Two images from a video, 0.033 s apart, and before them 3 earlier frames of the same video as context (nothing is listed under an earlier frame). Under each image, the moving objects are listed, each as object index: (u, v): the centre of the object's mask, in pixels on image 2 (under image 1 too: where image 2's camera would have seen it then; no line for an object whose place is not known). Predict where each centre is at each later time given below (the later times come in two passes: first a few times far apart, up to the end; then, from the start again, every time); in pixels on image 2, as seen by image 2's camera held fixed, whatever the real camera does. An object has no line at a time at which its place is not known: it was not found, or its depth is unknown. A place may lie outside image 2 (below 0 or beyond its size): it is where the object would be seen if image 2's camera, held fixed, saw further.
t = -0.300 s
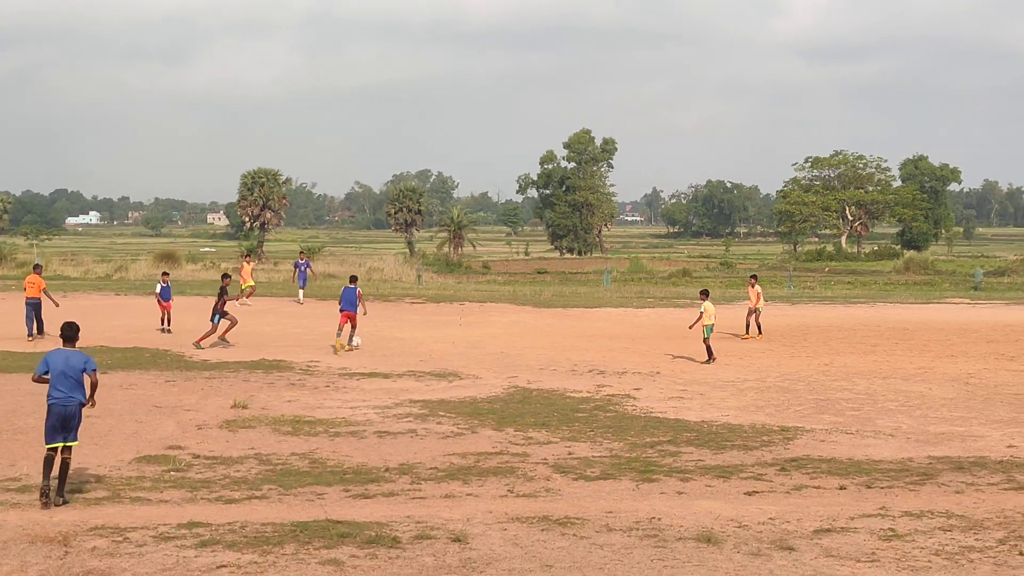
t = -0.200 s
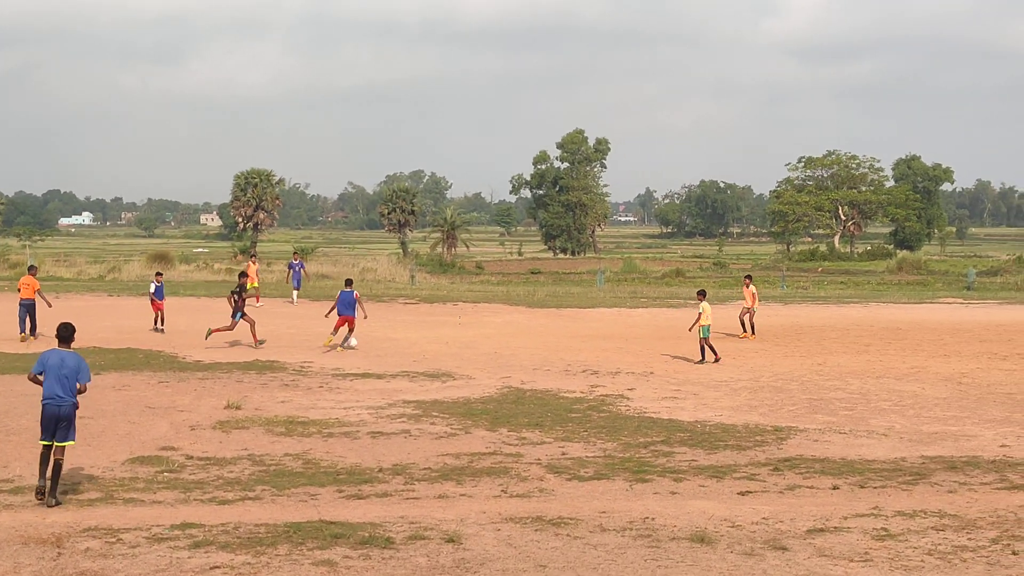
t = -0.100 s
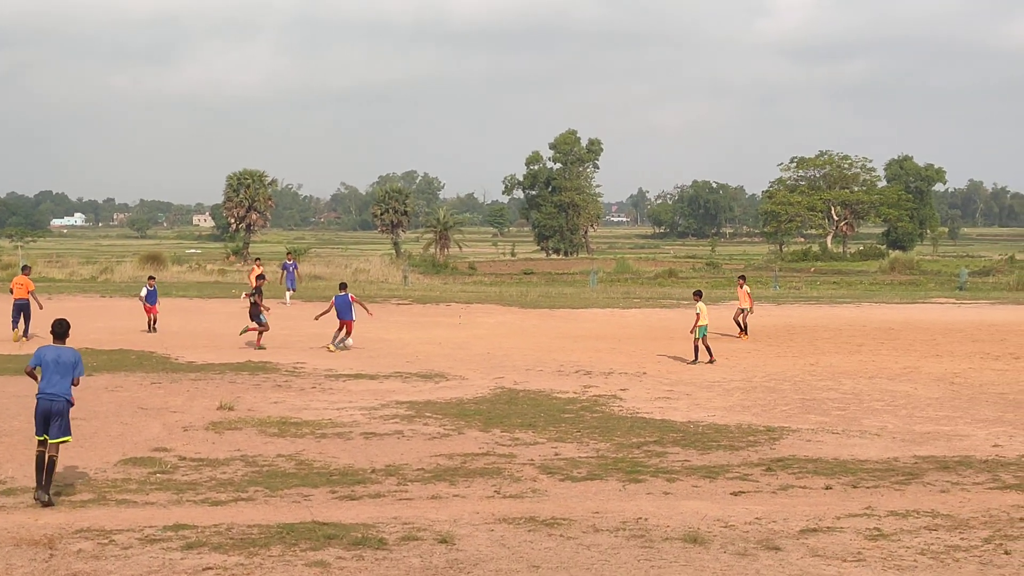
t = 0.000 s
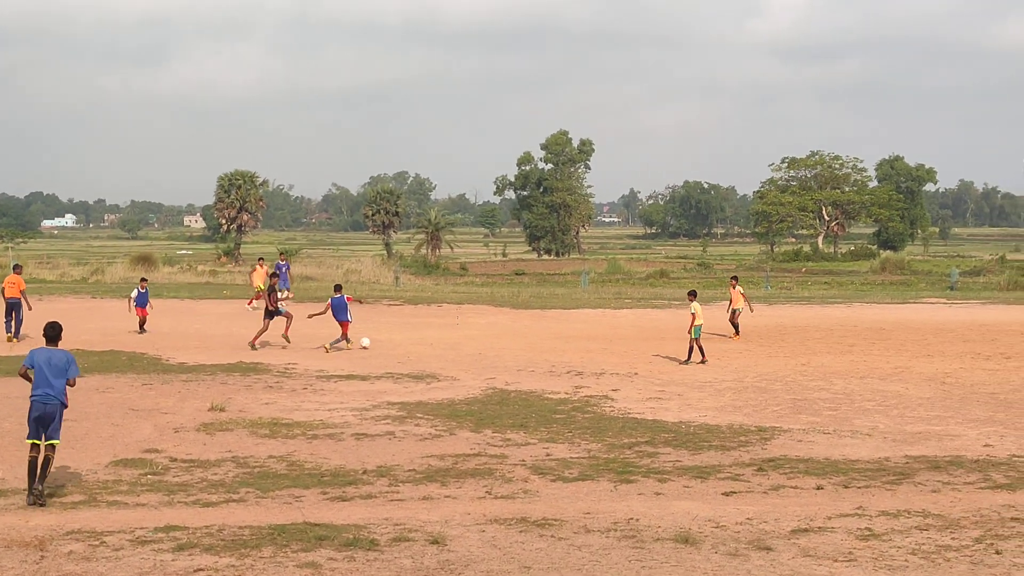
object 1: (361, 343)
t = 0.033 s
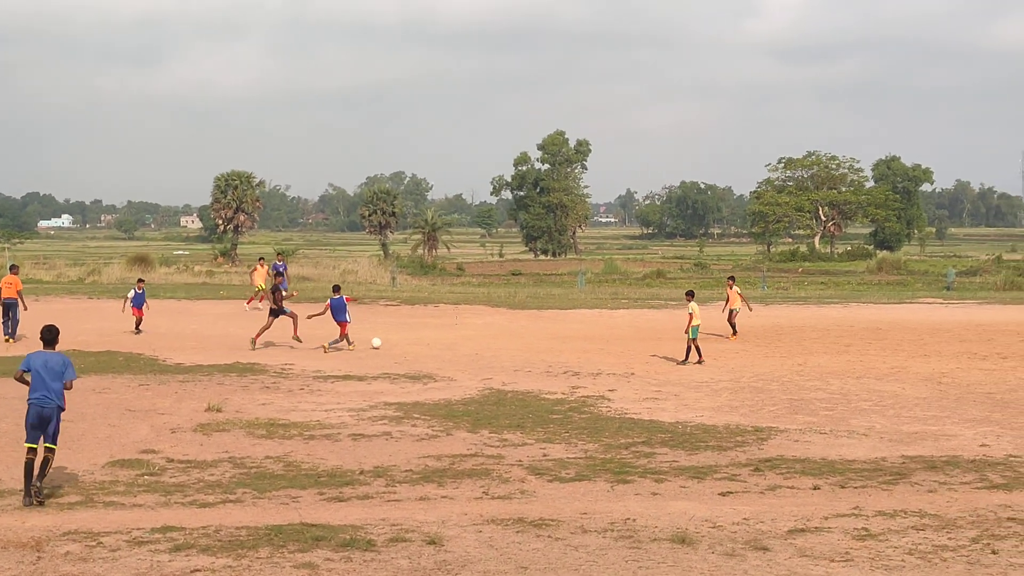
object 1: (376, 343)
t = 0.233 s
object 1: (448, 335)
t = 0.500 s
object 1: (527, 336)
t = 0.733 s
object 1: (579, 334)
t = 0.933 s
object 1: (619, 336)
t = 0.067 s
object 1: (390, 343)
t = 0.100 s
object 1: (403, 341)
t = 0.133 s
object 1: (414, 340)
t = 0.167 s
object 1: (426, 337)
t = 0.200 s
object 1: (437, 335)
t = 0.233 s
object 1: (448, 335)
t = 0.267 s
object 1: (459, 335)
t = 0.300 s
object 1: (470, 335)
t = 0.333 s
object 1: (480, 336)
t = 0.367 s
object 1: (491, 337)
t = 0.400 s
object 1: (502, 339)
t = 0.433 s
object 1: (510, 339)
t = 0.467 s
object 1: (518, 337)
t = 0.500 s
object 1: (527, 336)
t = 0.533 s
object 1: (535, 336)
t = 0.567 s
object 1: (542, 336)
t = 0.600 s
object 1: (550, 336)
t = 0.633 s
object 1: (558, 338)
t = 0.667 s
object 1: (565, 338)
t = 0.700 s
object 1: (572, 336)
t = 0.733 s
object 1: (579, 334)
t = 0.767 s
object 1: (586, 334)
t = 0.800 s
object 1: (593, 334)
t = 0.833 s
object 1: (600, 334)
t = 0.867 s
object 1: (606, 335)
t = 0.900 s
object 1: (612, 336)
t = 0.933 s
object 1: (619, 336)
